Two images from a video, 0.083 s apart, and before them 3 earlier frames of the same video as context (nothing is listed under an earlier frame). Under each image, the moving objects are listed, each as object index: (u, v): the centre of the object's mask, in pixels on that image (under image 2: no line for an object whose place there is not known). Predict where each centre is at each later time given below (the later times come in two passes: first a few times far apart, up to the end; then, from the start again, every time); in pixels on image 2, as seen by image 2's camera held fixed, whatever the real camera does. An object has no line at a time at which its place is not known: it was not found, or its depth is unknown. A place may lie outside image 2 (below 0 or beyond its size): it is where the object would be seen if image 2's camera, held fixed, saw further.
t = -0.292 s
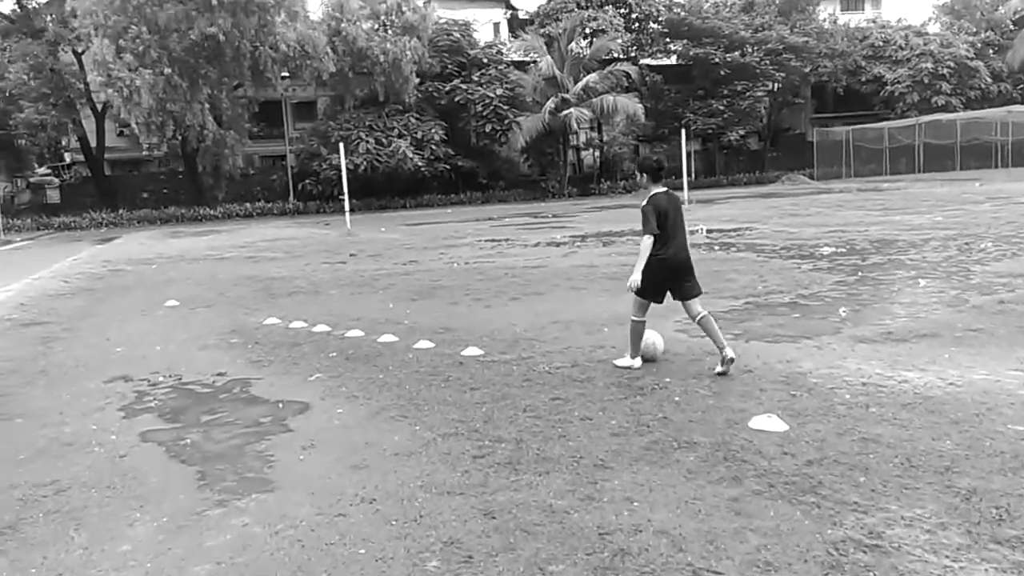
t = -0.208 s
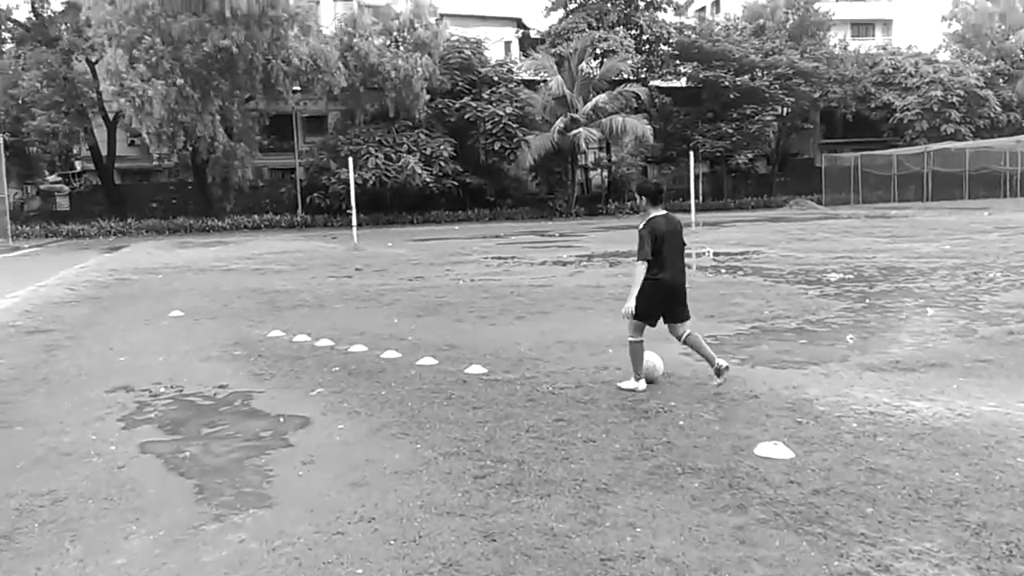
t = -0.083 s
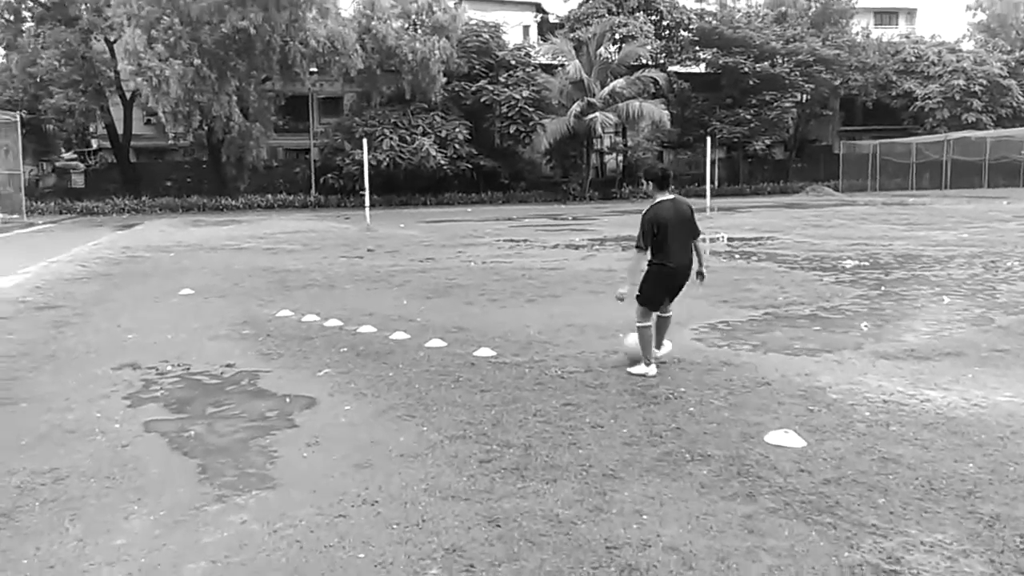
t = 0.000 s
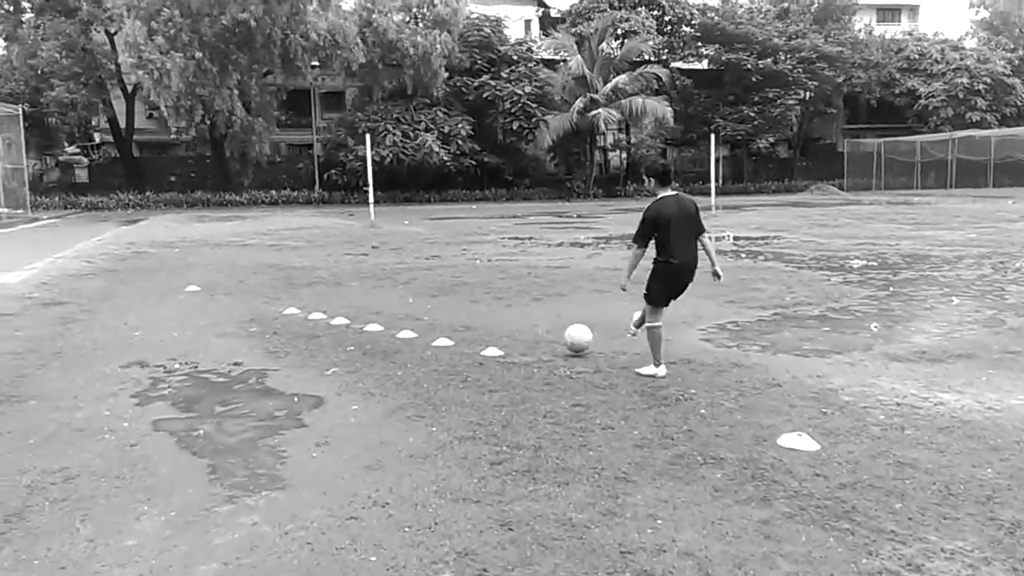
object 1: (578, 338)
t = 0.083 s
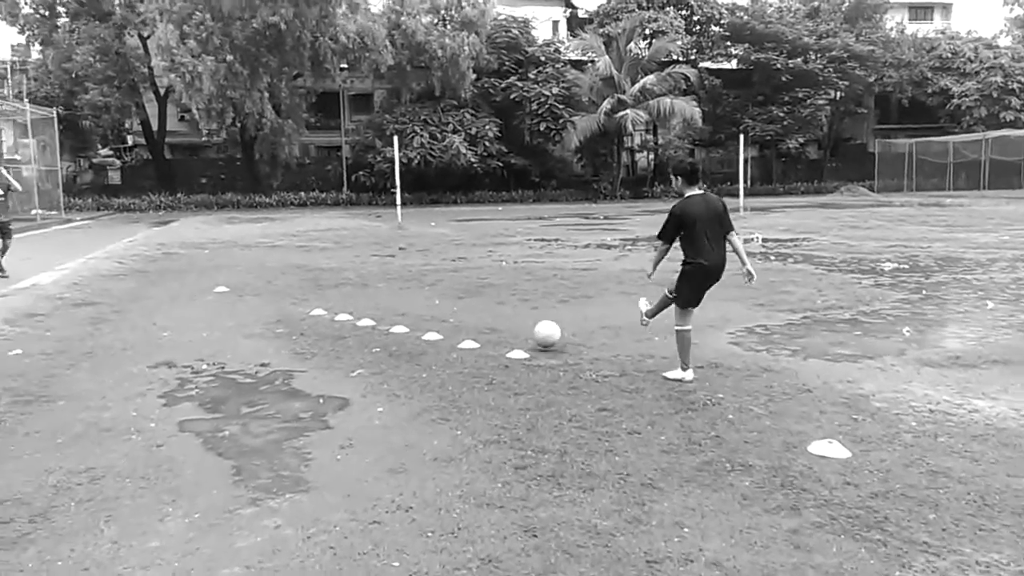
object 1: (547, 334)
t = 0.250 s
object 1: (458, 322)
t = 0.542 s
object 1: (362, 301)
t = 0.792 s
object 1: (301, 299)
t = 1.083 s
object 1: (237, 296)
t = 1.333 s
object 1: (191, 288)
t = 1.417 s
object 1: (177, 287)
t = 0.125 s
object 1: (522, 329)
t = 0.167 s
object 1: (499, 328)
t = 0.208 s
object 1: (477, 326)
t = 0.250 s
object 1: (458, 322)
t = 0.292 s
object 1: (441, 318)
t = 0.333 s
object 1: (424, 317)
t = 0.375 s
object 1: (407, 318)
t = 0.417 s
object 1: (395, 312)
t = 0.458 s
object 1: (384, 307)
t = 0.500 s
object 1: (373, 303)
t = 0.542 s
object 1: (362, 301)
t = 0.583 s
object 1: (351, 302)
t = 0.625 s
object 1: (341, 303)
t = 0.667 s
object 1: (332, 305)
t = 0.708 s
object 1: (321, 305)
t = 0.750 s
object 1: (311, 302)
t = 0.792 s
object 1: (301, 299)
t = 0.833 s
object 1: (291, 298)
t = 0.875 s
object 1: (282, 300)
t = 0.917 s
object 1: (272, 299)
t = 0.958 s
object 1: (264, 296)
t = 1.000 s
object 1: (255, 294)
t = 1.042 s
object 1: (246, 294)
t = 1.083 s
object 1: (237, 296)
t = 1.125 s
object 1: (230, 293)
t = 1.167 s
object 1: (221, 292)
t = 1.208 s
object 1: (213, 292)
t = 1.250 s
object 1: (206, 290)
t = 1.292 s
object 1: (198, 289)
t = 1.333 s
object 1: (191, 288)
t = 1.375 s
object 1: (184, 288)
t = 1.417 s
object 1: (177, 287)
